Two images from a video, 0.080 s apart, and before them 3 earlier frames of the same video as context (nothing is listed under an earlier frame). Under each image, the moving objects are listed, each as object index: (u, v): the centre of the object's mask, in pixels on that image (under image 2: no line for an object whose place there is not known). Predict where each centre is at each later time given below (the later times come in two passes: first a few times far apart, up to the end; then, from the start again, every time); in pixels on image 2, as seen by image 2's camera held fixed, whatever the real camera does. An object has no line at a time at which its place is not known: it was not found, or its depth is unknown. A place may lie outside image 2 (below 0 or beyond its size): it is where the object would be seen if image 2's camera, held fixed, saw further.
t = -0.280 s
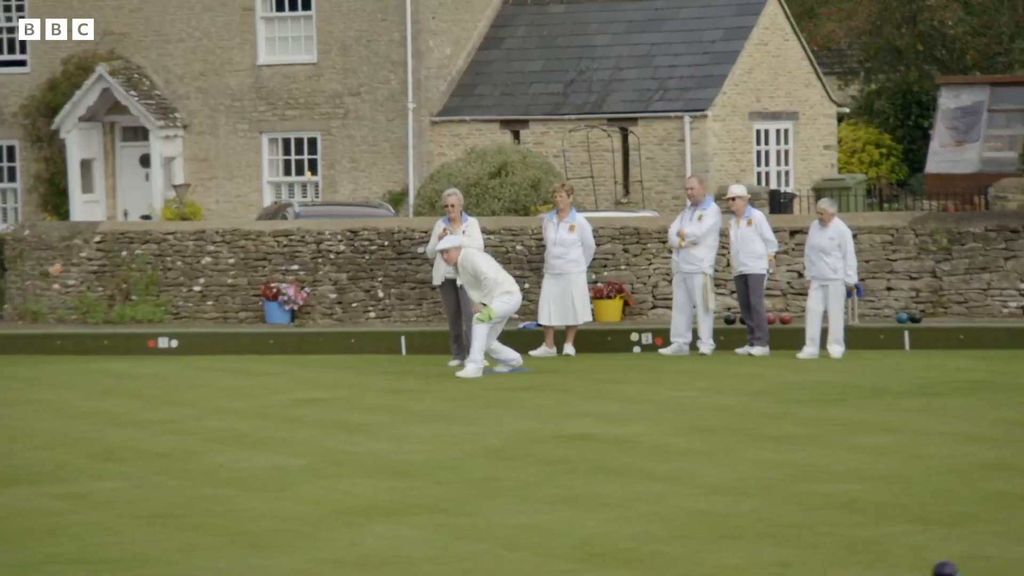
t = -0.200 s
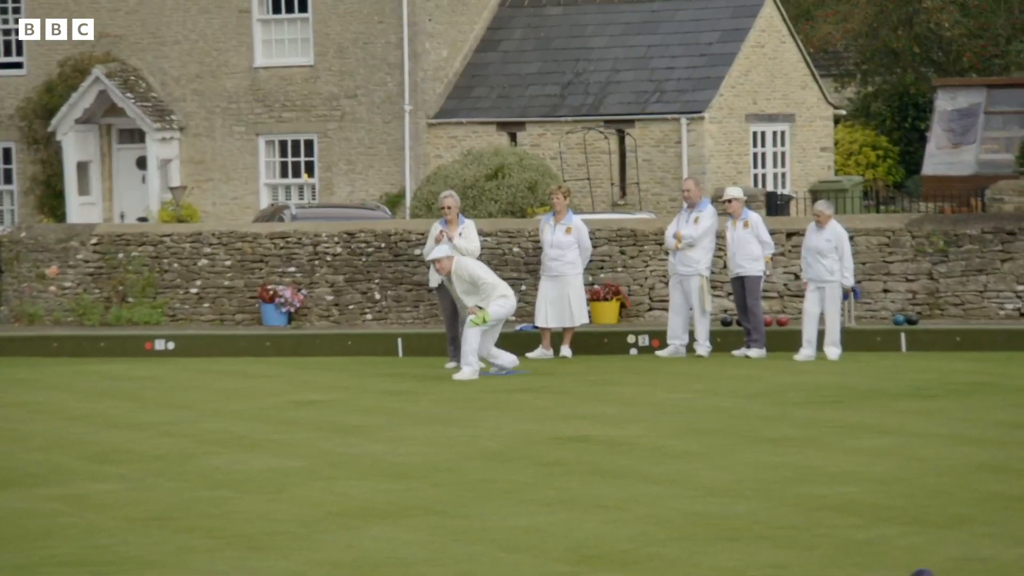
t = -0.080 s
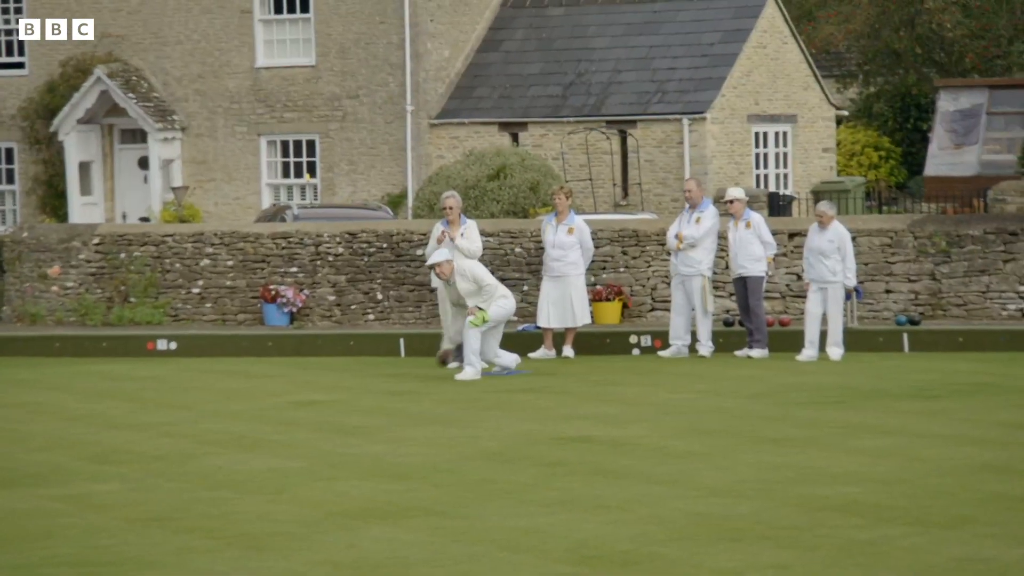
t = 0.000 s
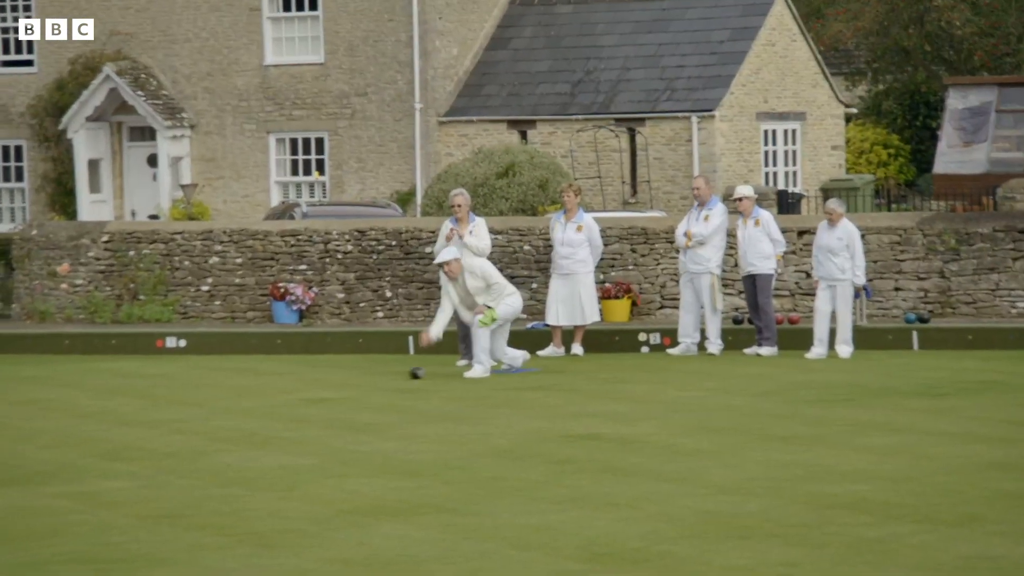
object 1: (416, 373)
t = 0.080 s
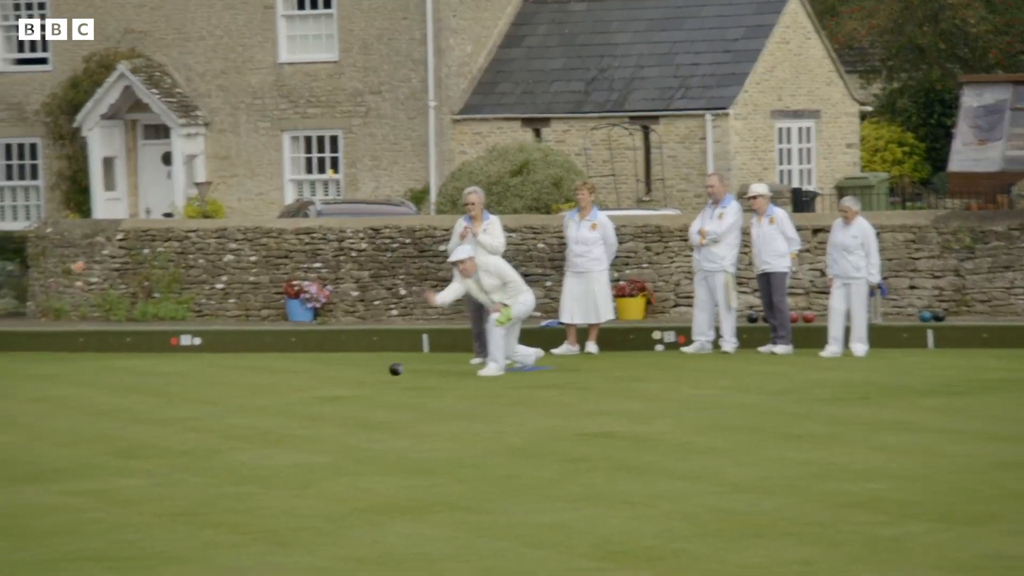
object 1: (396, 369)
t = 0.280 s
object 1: (307, 381)
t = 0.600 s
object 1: (168, 400)
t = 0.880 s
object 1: (42, 413)
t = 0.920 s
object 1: (22, 415)
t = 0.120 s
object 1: (378, 370)
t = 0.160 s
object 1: (360, 373)
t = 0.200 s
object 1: (342, 378)
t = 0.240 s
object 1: (323, 383)
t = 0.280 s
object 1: (307, 381)
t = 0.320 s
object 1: (289, 383)
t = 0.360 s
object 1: (272, 386)
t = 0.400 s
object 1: (254, 390)
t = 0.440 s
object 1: (236, 392)
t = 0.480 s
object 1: (220, 394)
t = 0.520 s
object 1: (203, 397)
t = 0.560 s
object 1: (186, 399)
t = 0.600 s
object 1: (168, 400)
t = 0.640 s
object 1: (151, 402)
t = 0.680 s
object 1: (133, 404)
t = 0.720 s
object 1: (116, 406)
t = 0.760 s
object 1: (98, 408)
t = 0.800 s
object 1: (79, 410)
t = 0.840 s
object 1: (61, 411)
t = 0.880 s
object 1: (42, 413)
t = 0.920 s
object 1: (22, 415)
